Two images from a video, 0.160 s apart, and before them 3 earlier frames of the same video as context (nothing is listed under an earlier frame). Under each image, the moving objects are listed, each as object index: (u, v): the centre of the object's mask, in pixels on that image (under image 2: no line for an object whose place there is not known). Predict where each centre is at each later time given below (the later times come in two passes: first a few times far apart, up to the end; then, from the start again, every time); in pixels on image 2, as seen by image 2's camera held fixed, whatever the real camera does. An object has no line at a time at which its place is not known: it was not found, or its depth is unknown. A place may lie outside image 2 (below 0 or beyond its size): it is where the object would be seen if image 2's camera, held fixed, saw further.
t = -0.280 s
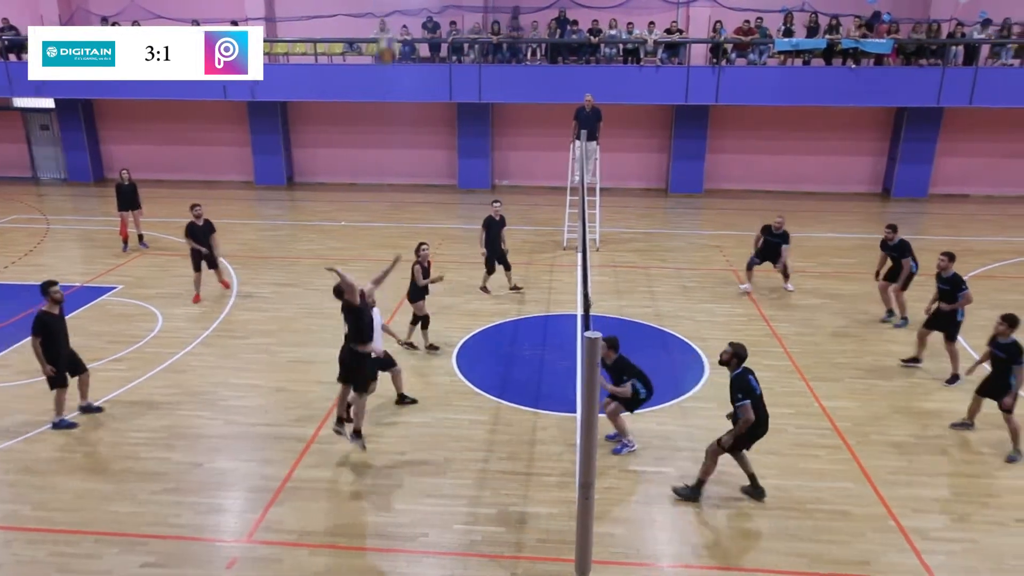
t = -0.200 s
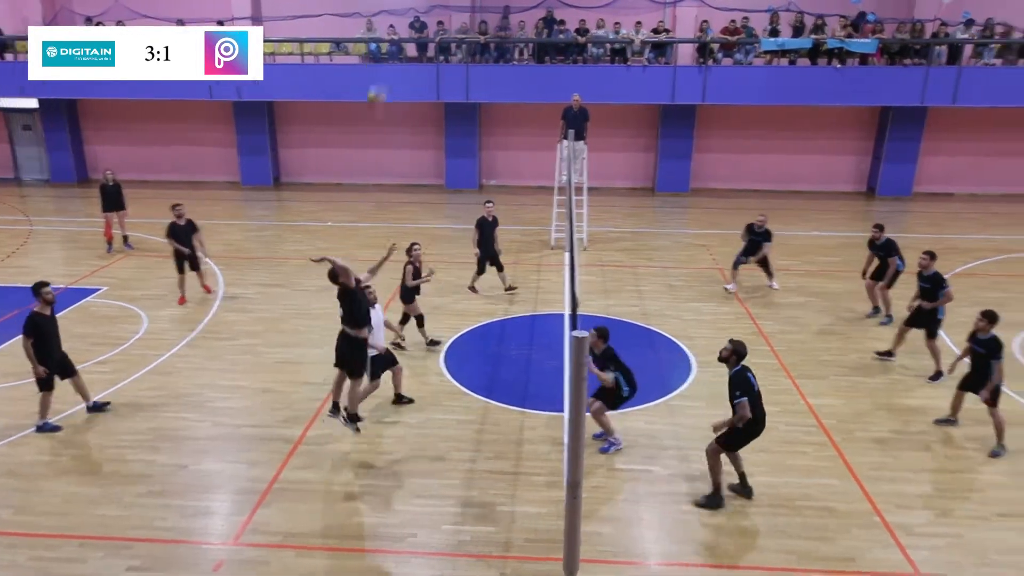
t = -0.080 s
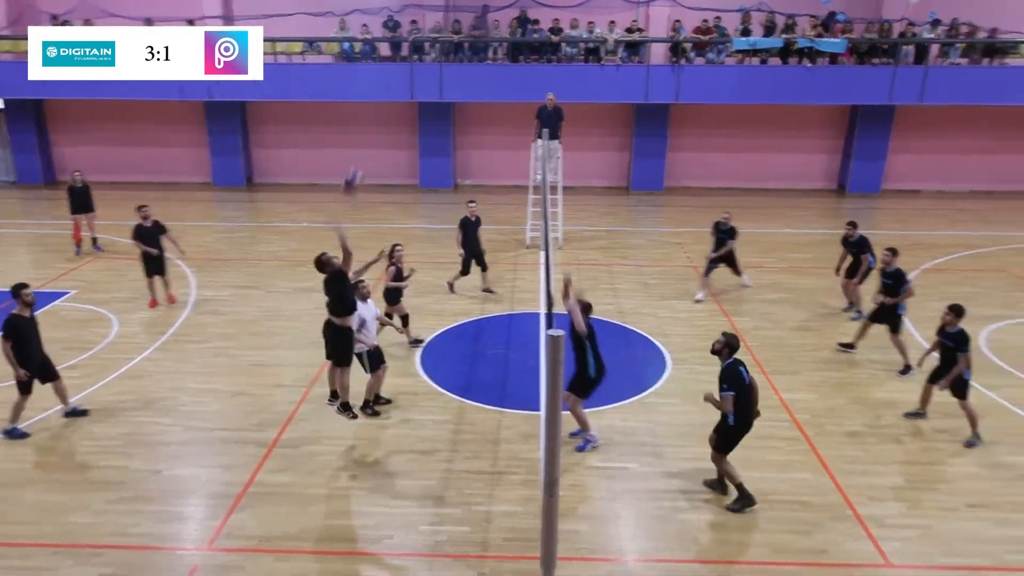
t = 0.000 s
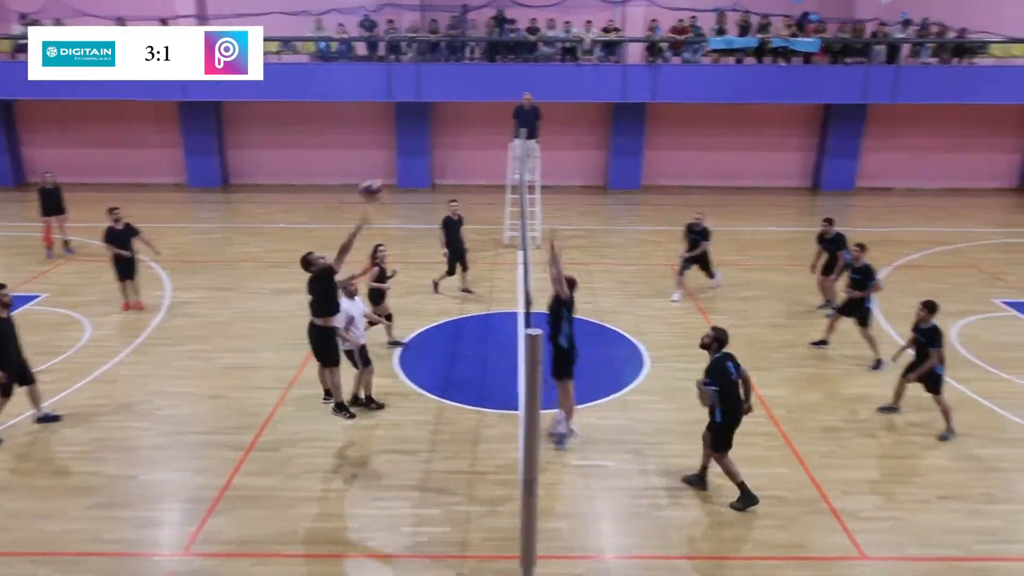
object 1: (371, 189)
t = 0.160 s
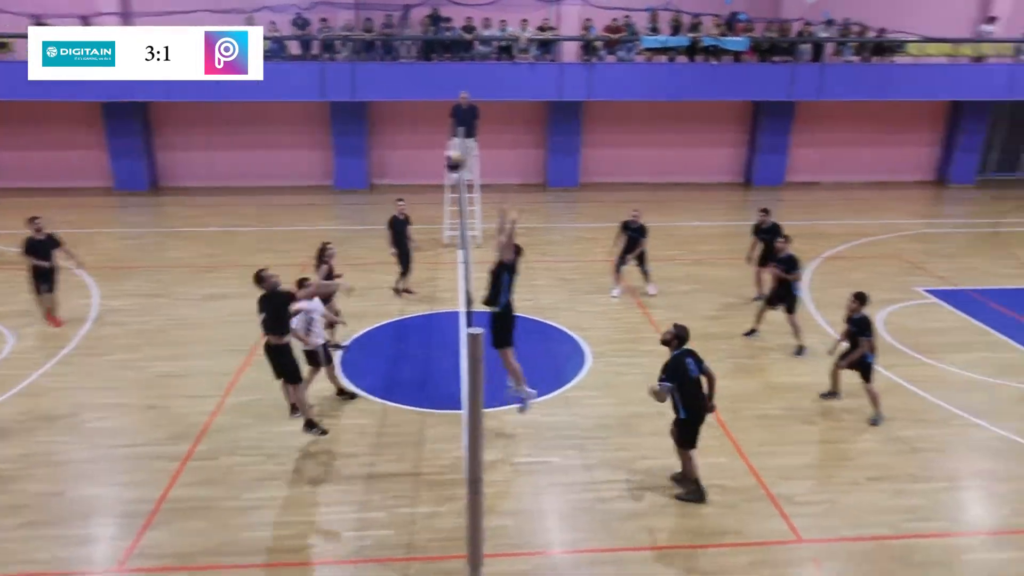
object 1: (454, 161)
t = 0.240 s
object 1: (522, 155)
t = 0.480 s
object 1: (709, 175)
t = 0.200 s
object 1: (488, 158)
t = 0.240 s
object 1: (522, 155)
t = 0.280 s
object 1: (555, 153)
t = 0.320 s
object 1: (587, 156)
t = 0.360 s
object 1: (619, 159)
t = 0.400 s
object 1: (650, 162)
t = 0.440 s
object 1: (682, 168)
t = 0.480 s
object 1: (709, 175)
